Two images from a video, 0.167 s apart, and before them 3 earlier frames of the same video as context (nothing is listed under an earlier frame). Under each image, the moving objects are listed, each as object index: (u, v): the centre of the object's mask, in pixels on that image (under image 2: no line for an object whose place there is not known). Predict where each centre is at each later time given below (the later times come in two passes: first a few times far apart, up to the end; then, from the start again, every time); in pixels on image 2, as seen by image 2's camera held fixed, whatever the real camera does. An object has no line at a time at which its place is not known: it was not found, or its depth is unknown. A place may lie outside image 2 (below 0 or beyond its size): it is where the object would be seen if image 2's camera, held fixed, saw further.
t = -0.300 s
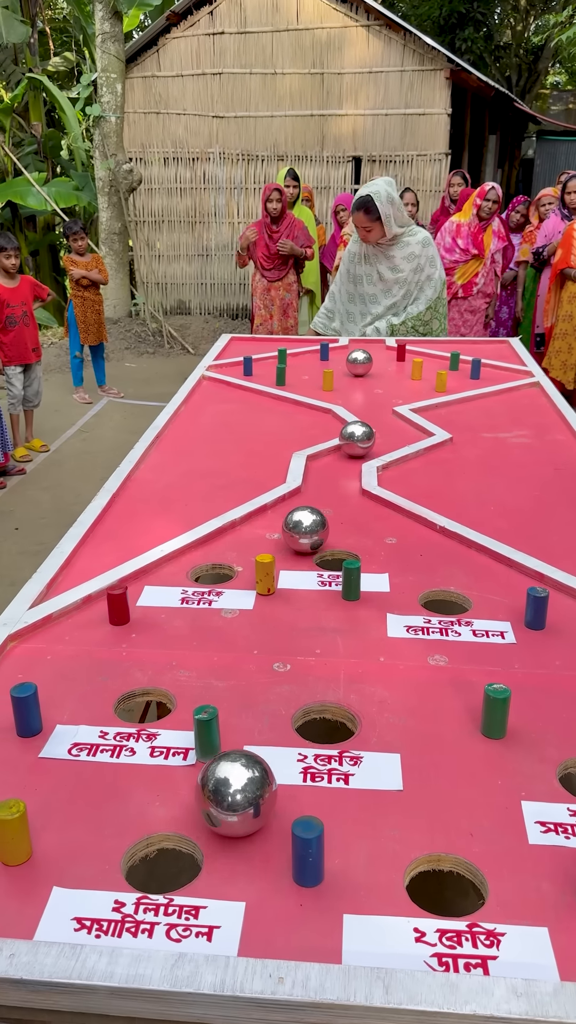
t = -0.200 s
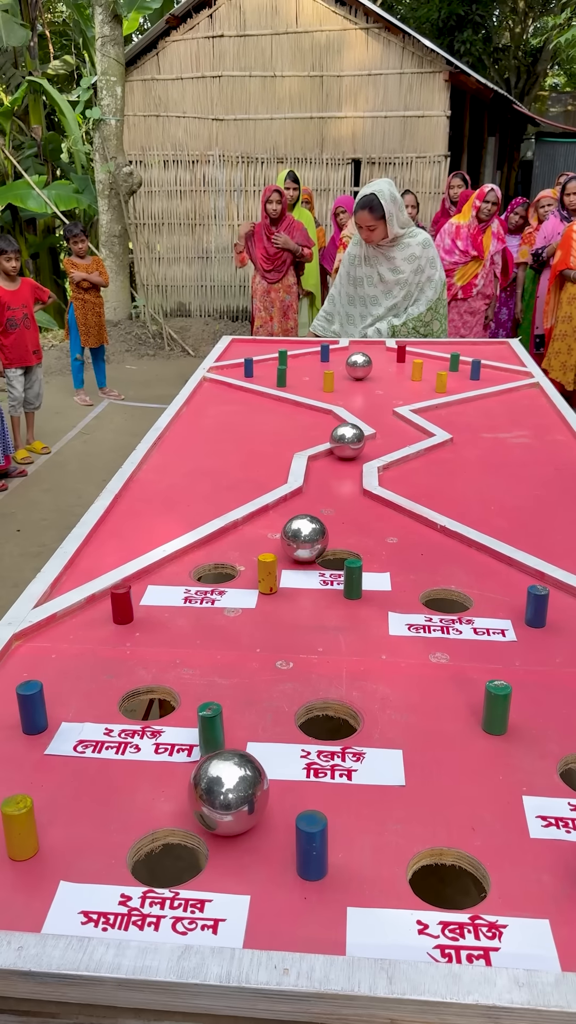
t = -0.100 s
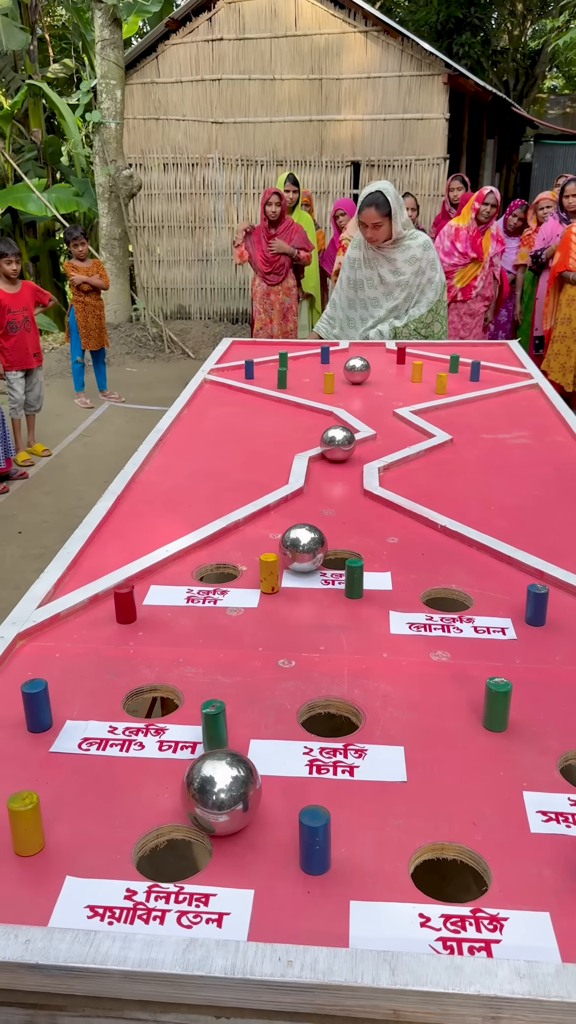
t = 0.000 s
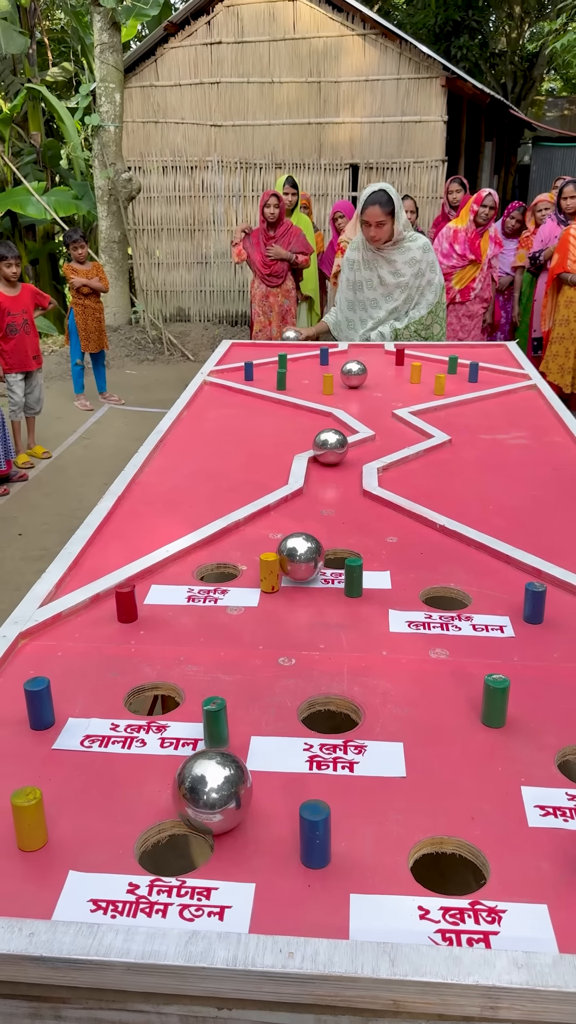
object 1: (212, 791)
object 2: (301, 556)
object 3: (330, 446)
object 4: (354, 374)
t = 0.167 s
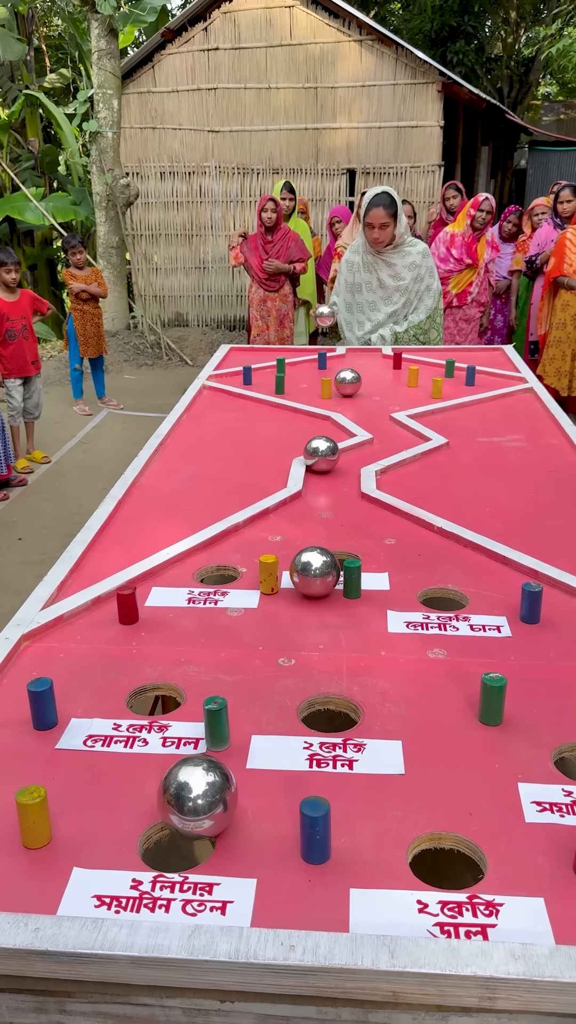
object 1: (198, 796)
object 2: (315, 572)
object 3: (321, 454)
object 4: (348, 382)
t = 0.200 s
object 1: (193, 800)
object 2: (317, 574)
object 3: (321, 455)
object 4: (347, 383)
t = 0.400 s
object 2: (321, 591)
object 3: (320, 461)
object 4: (342, 389)
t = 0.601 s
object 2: (326, 610)
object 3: (319, 467)
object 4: (336, 395)
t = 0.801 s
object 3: (318, 475)
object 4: (339, 399)
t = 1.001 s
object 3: (316, 485)
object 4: (350, 402)
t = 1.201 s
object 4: (359, 406)
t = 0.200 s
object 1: (193, 800)
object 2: (317, 574)
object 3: (321, 455)
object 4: (347, 383)
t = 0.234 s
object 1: (187, 807)
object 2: (317, 577)
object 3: (321, 456)
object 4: (346, 384)
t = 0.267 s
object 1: (180, 820)
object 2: (318, 579)
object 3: (321, 457)
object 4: (345, 385)
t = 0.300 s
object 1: (176, 830)
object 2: (319, 582)
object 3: (320, 458)
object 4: (344, 386)
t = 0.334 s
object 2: (320, 585)
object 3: (320, 459)
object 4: (344, 387)
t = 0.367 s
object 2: (320, 588)
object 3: (320, 460)
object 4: (343, 388)
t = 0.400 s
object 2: (321, 591)
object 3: (320, 461)
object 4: (342, 389)
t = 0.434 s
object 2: (322, 594)
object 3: (320, 462)
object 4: (341, 390)
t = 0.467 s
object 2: (323, 597)
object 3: (320, 463)
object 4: (340, 391)
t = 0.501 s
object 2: (324, 600)
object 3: (320, 464)
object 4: (339, 392)
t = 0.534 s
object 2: (324, 603)
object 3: (320, 465)
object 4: (338, 393)
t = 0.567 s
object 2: (325, 606)
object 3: (319, 466)
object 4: (337, 394)
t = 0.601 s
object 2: (326, 610)
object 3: (319, 467)
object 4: (336, 395)
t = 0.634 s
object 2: (327, 613)
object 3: (319, 468)
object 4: (335, 396)
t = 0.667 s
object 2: (327, 617)
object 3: (319, 469)
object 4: (335, 397)
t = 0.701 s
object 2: (328, 621)
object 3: (319, 471)
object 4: (334, 398)
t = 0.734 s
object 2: (329, 624)
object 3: (319, 472)
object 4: (335, 397)
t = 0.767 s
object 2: (329, 628)
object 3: (318, 473)
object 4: (336, 398)
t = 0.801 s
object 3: (318, 475)
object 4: (339, 399)
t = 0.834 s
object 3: (318, 476)
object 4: (341, 400)
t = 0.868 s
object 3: (318, 478)
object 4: (342, 400)
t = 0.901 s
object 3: (318, 480)
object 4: (344, 401)
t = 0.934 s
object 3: (317, 481)
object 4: (346, 401)
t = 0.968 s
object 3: (317, 483)
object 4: (348, 402)
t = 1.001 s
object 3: (316, 485)
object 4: (350, 402)
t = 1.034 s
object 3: (316, 486)
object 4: (351, 403)
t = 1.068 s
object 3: (315, 488)
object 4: (353, 404)
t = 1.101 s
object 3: (314, 490)
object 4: (355, 404)
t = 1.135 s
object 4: (356, 405)
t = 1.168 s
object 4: (358, 405)
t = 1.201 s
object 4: (359, 406)
